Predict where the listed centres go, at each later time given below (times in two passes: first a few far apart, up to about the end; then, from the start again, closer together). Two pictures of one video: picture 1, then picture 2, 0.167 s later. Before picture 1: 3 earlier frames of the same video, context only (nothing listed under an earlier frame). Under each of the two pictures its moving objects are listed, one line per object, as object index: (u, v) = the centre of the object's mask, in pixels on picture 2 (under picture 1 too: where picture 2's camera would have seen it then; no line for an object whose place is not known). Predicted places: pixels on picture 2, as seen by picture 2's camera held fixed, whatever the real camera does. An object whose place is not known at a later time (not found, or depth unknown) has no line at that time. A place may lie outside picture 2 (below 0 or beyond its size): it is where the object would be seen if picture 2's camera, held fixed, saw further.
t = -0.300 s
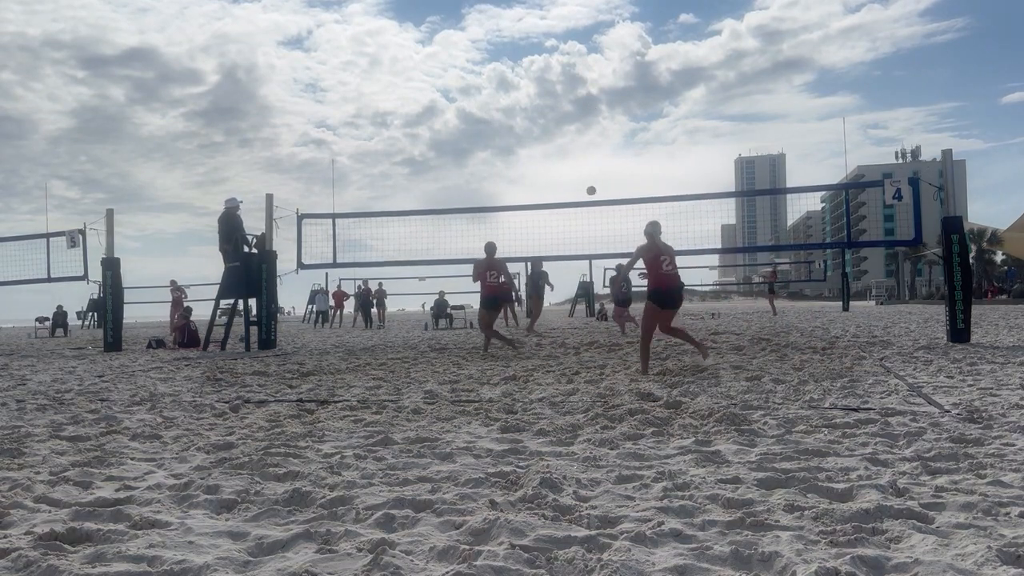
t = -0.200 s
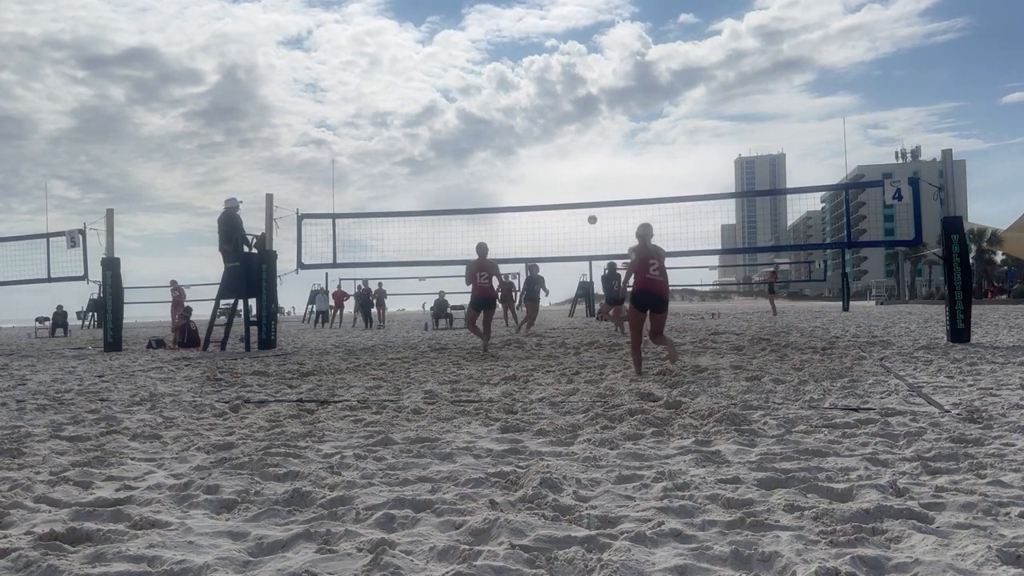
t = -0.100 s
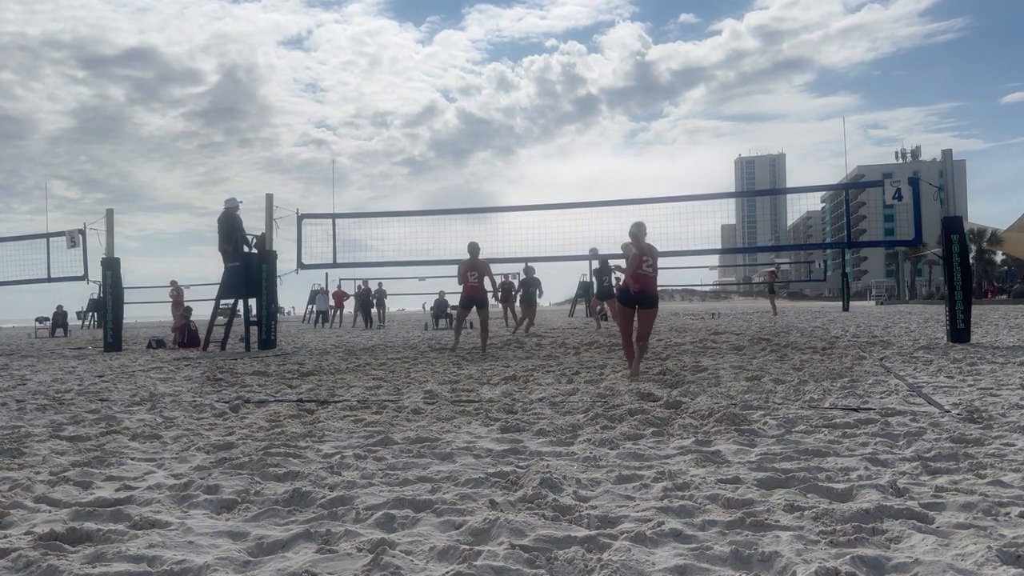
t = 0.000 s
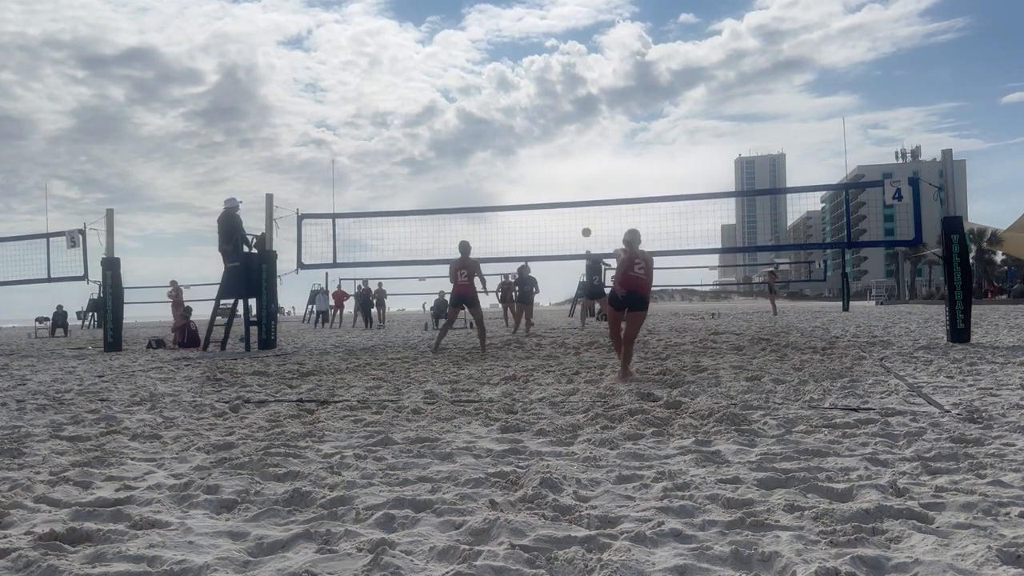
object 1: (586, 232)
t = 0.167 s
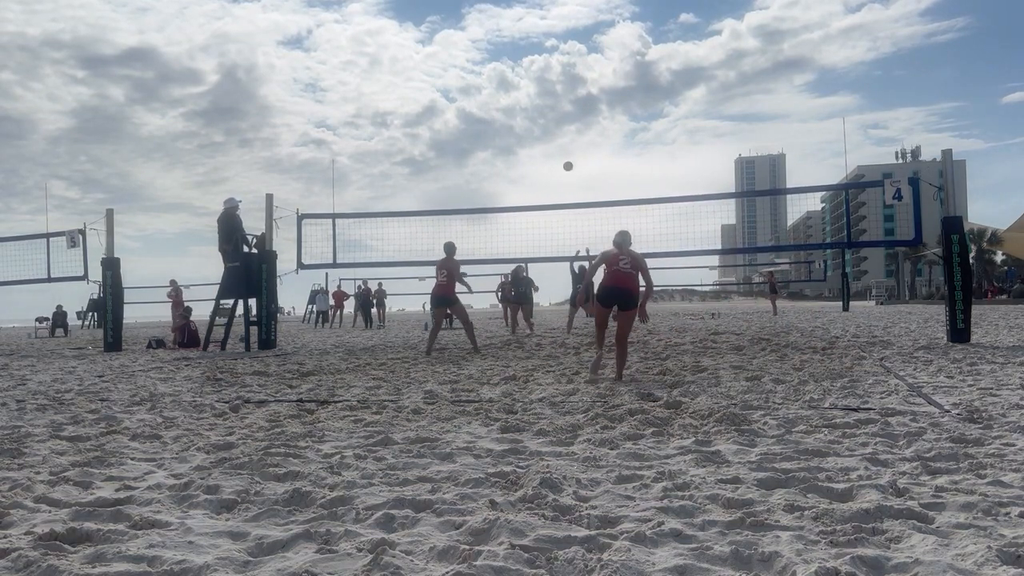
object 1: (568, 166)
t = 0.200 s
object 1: (564, 154)
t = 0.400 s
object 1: (543, 93)
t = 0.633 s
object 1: (520, 45)
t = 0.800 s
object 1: (505, 26)
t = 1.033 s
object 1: (487, 23)
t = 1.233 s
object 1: (473, 42)
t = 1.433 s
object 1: (462, 83)
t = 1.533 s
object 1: (458, 111)
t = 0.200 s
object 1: (564, 154)
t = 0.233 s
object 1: (560, 143)
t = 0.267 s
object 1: (557, 132)
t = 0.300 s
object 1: (554, 121)
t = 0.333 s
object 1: (550, 111)
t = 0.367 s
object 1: (546, 102)
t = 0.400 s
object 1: (543, 93)
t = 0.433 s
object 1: (539, 84)
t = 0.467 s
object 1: (536, 77)
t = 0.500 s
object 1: (533, 69)
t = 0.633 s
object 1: (520, 45)
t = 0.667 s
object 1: (517, 40)
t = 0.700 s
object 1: (514, 36)
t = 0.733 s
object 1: (511, 32)
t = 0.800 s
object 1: (505, 26)
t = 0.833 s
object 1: (502, 24)
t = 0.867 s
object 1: (499, 22)
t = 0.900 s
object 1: (497, 21)
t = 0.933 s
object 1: (494, 20)
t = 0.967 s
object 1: (491, 20)
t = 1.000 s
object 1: (489, 21)
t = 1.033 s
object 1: (487, 23)
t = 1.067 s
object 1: (484, 24)
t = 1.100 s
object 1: (482, 27)
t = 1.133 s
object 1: (480, 30)
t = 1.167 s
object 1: (477, 33)
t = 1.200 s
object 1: (475, 37)
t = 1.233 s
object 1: (473, 42)
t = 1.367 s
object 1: (466, 67)
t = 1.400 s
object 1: (464, 75)
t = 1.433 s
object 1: (462, 83)
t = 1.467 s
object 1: (461, 91)
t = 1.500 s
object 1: (459, 101)
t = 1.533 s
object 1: (458, 111)
